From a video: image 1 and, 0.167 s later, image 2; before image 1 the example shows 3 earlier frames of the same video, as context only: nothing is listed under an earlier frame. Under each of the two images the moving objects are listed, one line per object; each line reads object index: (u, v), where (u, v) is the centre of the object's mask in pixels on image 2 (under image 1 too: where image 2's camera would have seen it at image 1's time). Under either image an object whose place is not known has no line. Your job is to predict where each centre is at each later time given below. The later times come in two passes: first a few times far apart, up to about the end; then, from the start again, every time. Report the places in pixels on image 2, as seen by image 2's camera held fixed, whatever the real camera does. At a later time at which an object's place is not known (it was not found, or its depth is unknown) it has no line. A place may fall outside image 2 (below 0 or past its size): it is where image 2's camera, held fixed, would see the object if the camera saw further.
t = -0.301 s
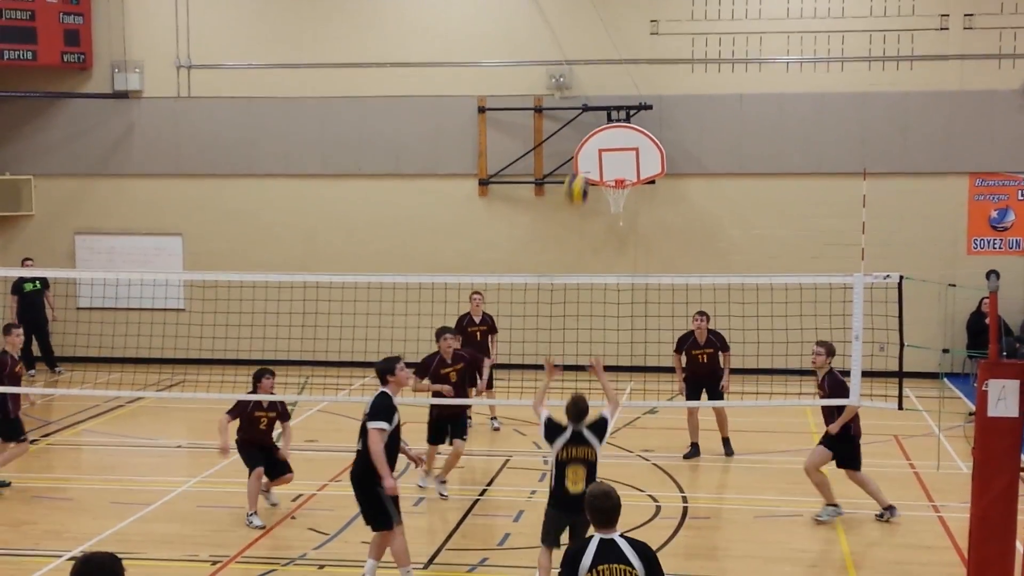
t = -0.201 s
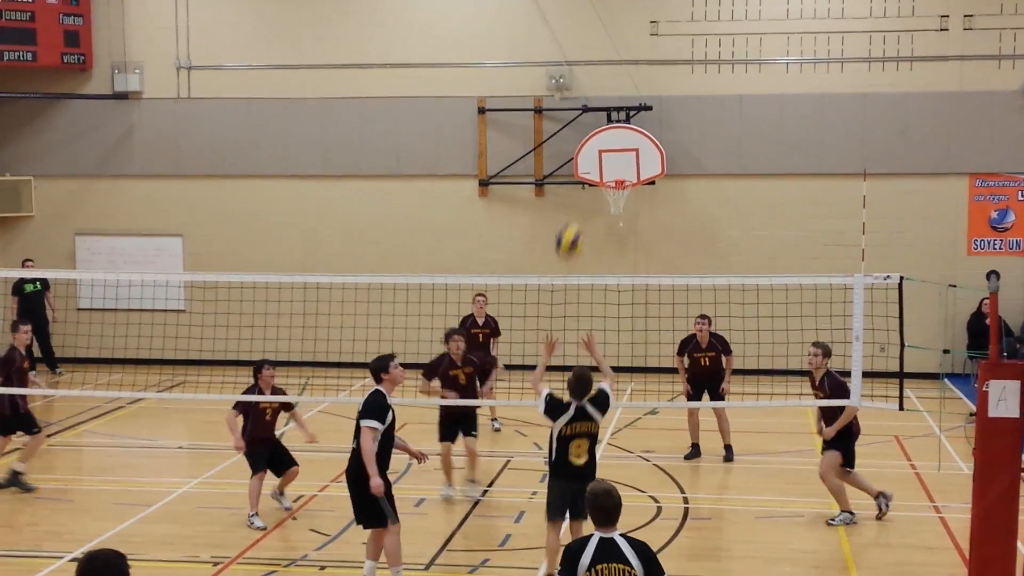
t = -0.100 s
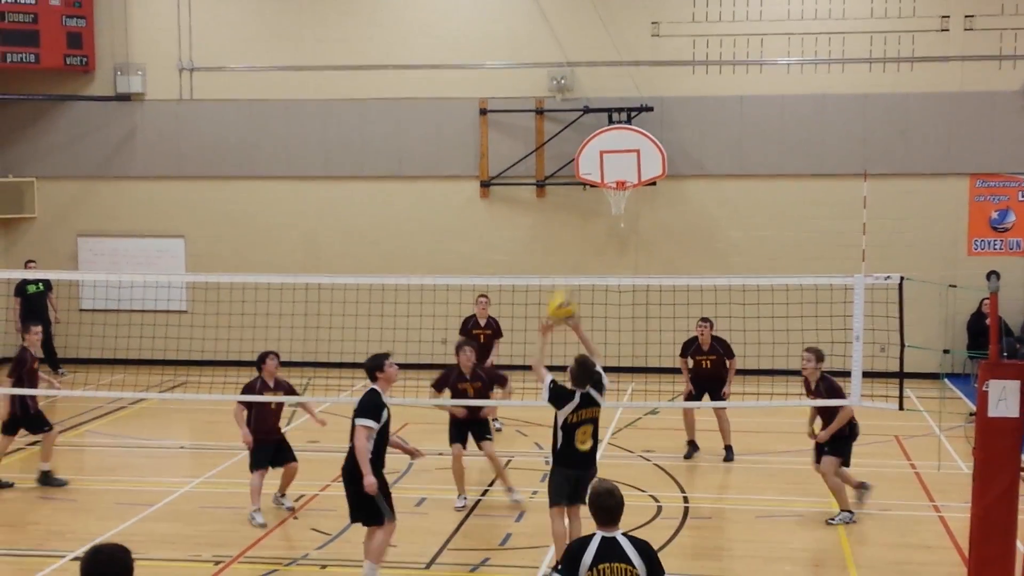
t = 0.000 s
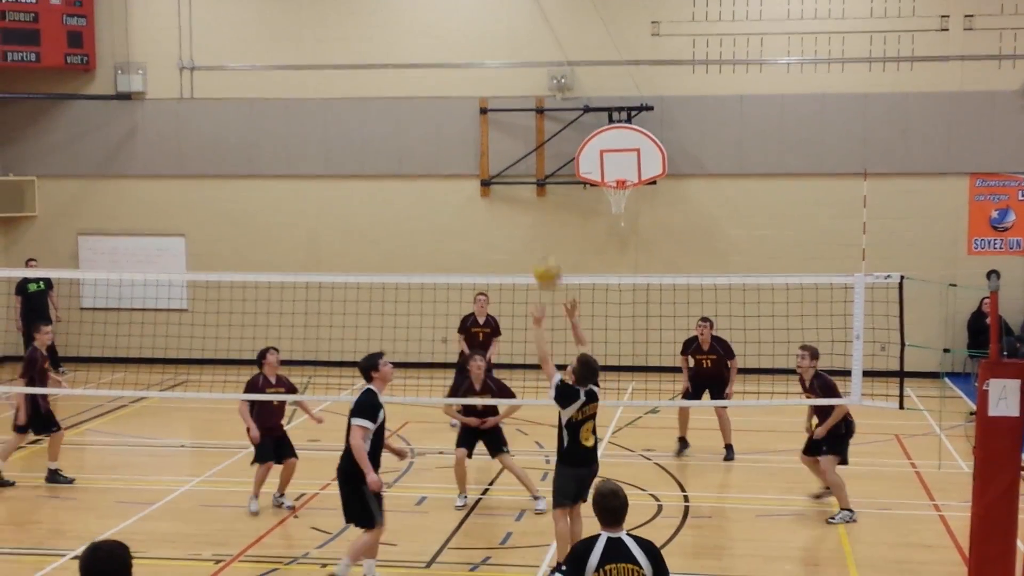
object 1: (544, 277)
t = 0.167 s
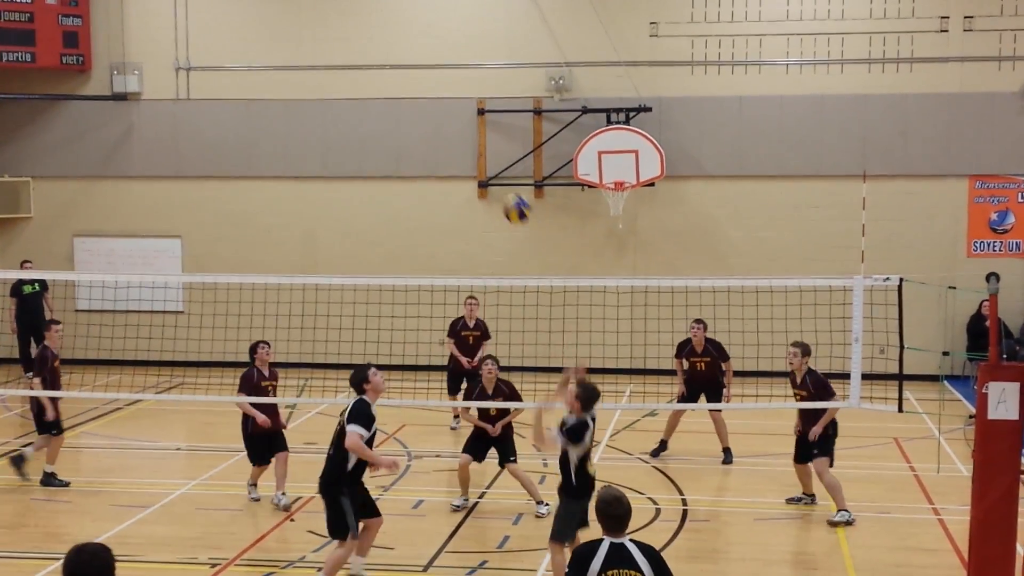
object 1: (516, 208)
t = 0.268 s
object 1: (501, 186)
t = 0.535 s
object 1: (457, 191)
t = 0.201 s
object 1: (511, 200)
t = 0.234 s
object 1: (506, 192)
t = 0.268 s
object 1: (501, 186)
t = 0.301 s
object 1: (494, 182)
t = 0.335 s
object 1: (489, 179)
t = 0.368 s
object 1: (484, 177)
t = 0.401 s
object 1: (478, 177)
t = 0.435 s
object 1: (473, 178)
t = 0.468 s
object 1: (468, 181)
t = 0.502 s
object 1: (462, 185)
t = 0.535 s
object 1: (457, 191)
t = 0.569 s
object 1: (451, 198)
